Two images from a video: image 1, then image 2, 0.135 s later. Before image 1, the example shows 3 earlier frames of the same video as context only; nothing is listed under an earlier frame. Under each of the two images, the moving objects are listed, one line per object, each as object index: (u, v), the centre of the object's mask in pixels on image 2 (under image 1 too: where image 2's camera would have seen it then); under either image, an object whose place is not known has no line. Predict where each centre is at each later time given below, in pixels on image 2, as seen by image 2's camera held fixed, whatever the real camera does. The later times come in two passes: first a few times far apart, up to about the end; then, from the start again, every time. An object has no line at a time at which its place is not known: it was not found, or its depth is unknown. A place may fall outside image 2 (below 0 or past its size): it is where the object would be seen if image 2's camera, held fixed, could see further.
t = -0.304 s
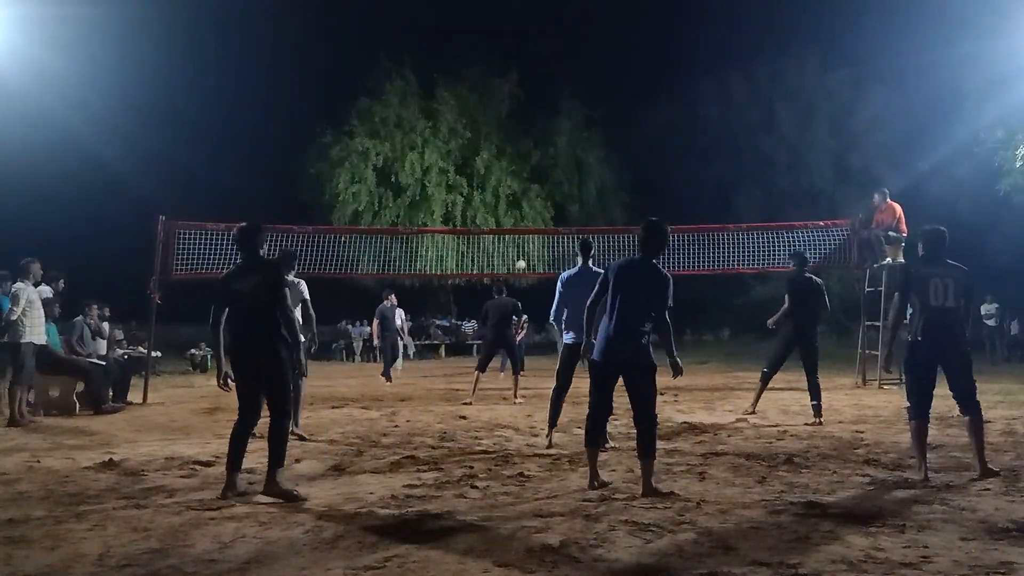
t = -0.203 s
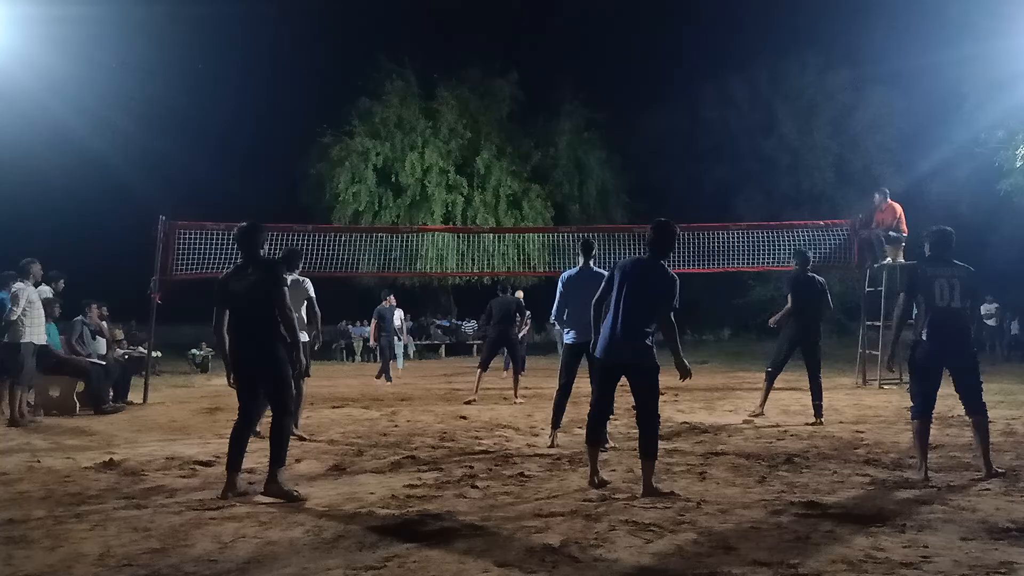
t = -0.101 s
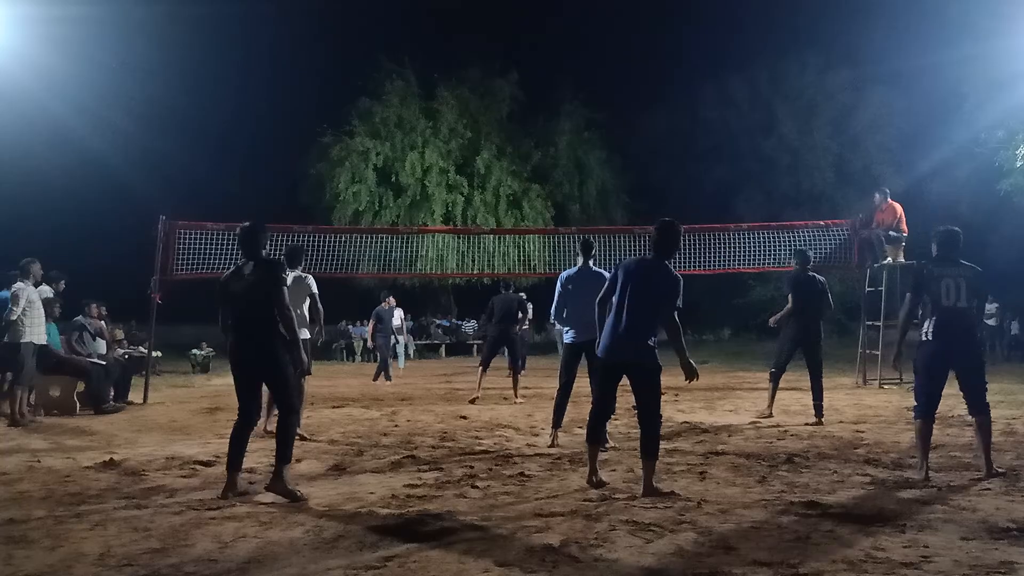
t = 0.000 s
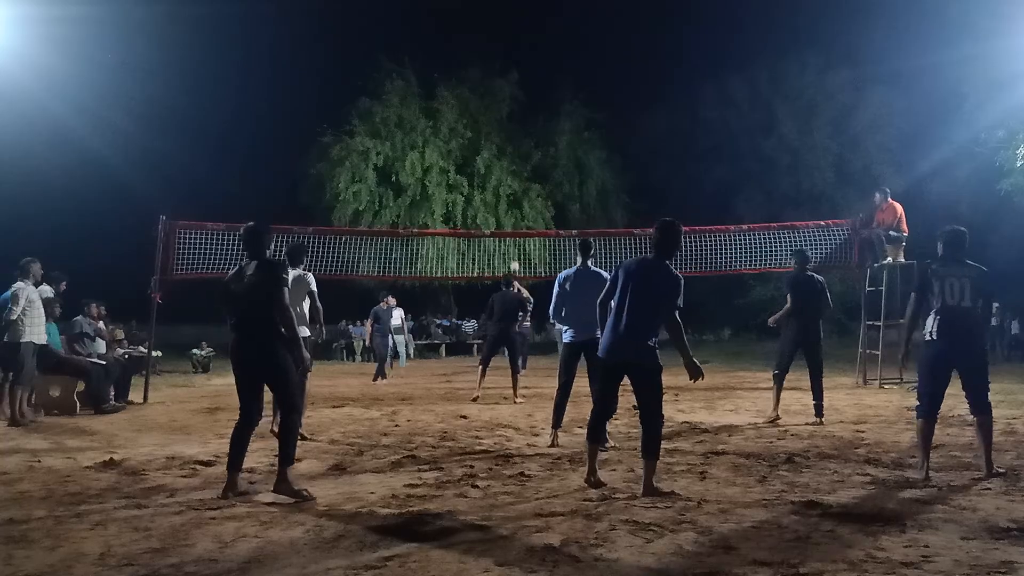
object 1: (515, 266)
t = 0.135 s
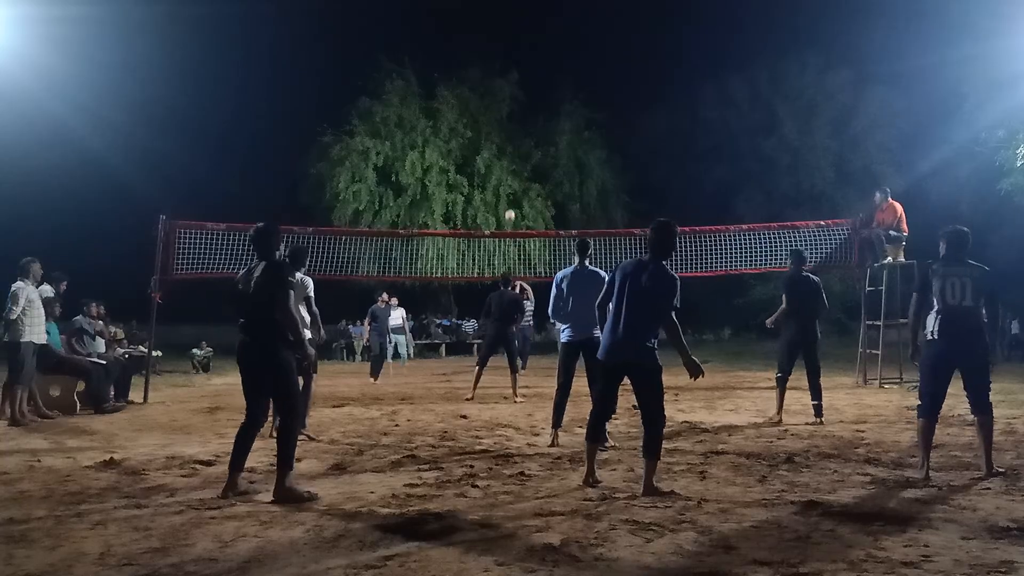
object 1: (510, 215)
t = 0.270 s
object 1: (504, 169)
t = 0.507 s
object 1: (492, 101)
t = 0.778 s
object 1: (474, 55)
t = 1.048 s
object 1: (447, 63)
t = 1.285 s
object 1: (413, 147)
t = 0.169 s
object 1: (508, 203)
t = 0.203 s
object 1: (507, 191)
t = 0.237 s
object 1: (506, 179)
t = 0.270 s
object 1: (504, 169)
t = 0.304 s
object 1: (503, 158)
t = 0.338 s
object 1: (501, 147)
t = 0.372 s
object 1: (499, 138)
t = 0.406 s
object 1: (498, 128)
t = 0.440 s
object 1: (496, 118)
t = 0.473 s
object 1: (494, 110)
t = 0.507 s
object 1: (492, 101)
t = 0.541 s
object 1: (490, 94)
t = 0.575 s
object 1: (488, 87)
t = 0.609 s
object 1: (486, 80)
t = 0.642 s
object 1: (484, 73)
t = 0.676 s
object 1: (481, 67)
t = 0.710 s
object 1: (479, 62)
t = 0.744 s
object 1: (476, 58)
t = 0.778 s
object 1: (474, 55)
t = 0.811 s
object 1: (471, 53)
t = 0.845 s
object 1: (468, 51)
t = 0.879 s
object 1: (465, 50)
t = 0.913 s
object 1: (462, 50)
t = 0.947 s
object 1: (458, 51)
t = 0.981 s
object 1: (455, 54)
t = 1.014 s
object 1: (451, 58)
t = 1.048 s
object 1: (447, 63)
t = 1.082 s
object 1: (443, 69)
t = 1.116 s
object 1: (438, 77)
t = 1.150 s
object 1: (434, 87)
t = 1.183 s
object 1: (429, 99)
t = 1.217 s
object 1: (423, 113)
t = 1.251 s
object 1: (418, 130)
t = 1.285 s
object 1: (413, 147)
